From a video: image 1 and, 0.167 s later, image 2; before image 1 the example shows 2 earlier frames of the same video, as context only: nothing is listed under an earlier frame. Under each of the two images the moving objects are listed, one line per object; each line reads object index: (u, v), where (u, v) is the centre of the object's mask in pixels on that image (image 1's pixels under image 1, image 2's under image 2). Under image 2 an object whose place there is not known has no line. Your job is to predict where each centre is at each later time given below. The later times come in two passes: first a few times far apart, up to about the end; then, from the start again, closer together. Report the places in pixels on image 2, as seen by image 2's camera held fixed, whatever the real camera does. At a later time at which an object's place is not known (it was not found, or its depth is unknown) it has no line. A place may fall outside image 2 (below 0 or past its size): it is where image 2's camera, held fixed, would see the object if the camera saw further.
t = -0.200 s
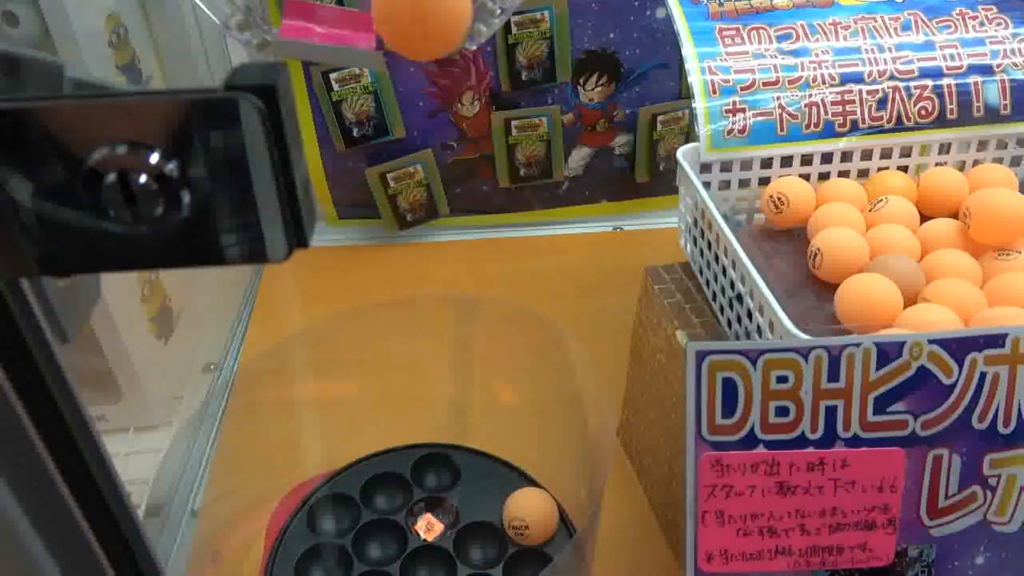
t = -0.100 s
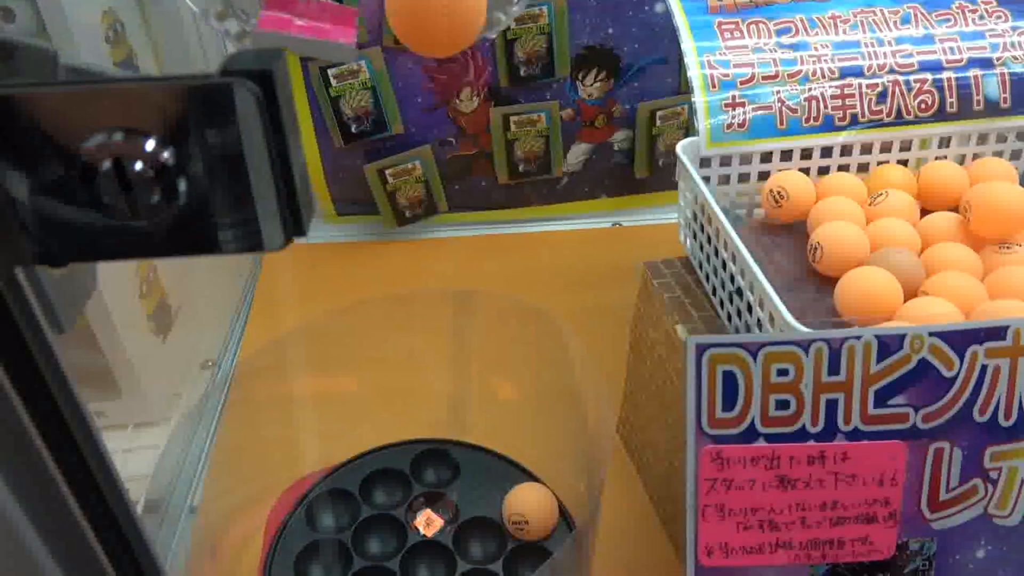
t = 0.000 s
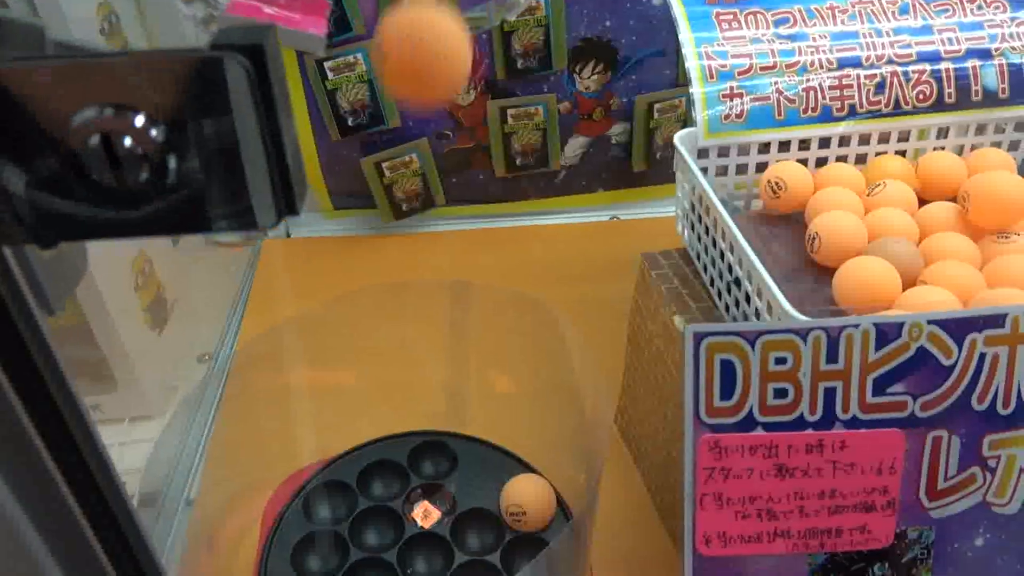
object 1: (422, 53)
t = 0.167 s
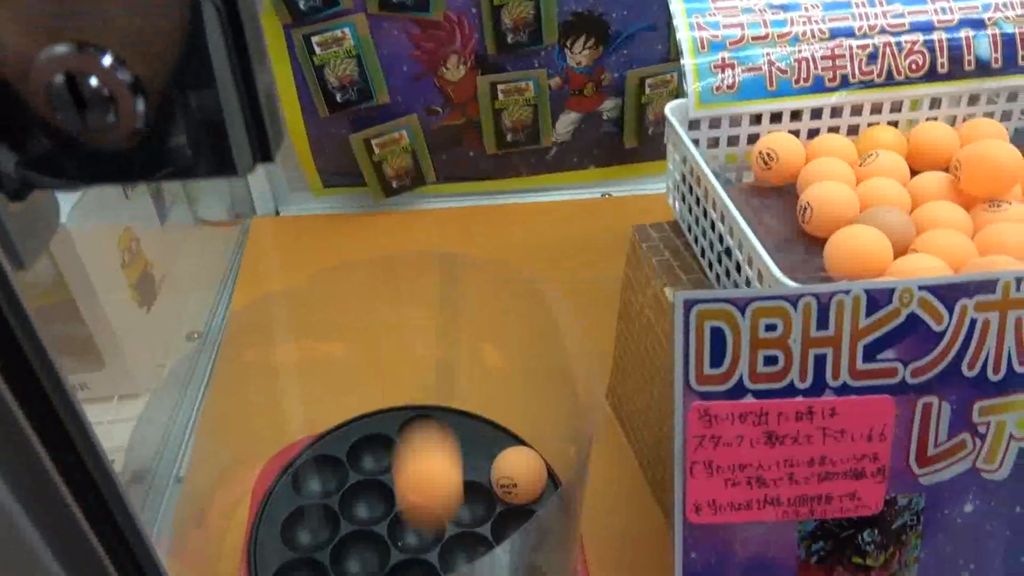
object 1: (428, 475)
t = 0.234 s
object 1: (400, 516)
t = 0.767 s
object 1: (346, 347)
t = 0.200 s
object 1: (429, 547)
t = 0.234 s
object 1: (400, 516)
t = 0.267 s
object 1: (362, 486)
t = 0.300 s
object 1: (322, 464)
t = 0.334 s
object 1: (265, 448)
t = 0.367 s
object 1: (210, 442)
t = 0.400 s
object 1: (195, 382)
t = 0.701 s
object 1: (302, 396)
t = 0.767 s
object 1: (346, 347)
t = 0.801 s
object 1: (374, 342)
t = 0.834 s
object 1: (403, 351)
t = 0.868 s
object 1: (435, 375)
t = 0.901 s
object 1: (468, 413)
